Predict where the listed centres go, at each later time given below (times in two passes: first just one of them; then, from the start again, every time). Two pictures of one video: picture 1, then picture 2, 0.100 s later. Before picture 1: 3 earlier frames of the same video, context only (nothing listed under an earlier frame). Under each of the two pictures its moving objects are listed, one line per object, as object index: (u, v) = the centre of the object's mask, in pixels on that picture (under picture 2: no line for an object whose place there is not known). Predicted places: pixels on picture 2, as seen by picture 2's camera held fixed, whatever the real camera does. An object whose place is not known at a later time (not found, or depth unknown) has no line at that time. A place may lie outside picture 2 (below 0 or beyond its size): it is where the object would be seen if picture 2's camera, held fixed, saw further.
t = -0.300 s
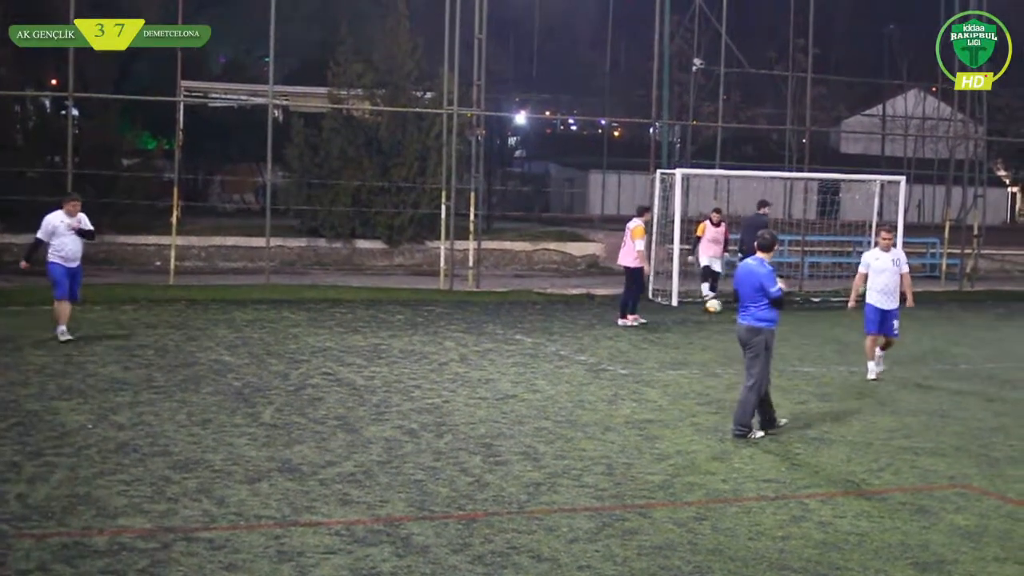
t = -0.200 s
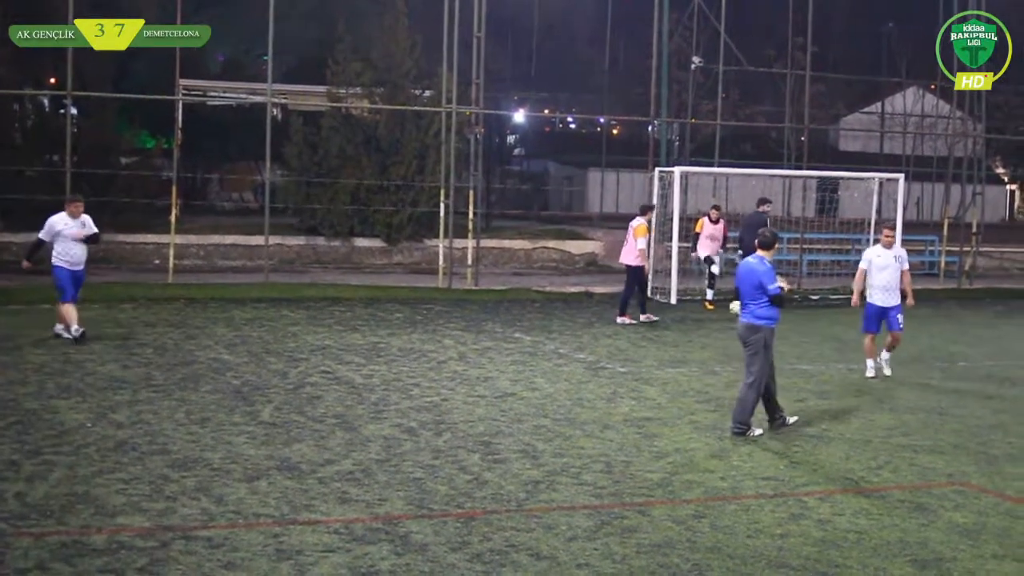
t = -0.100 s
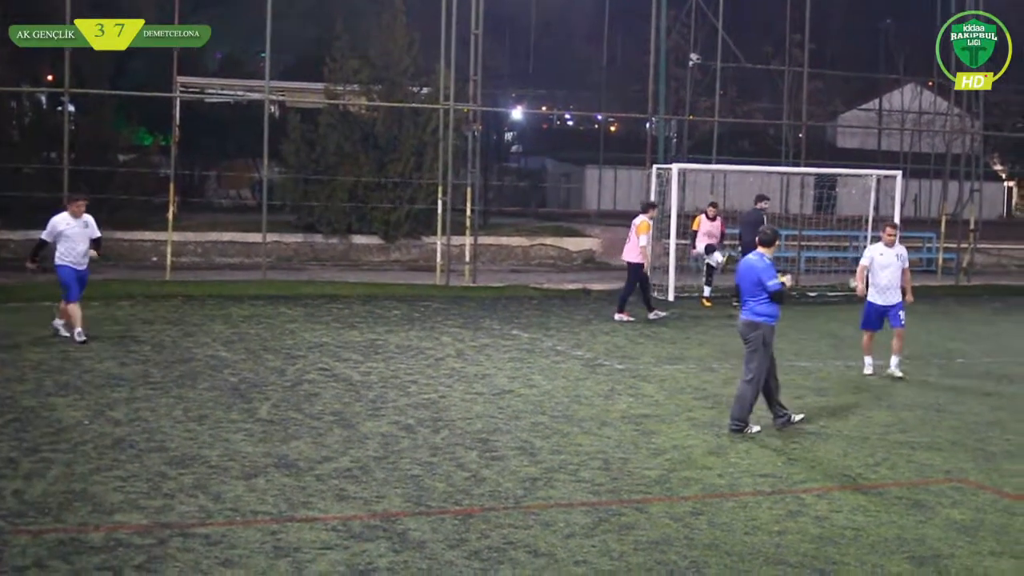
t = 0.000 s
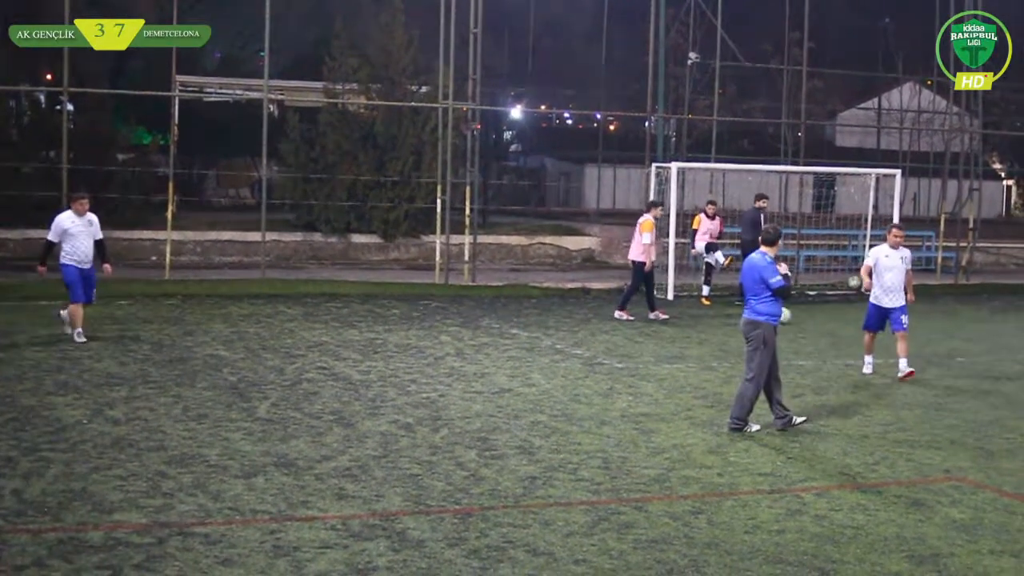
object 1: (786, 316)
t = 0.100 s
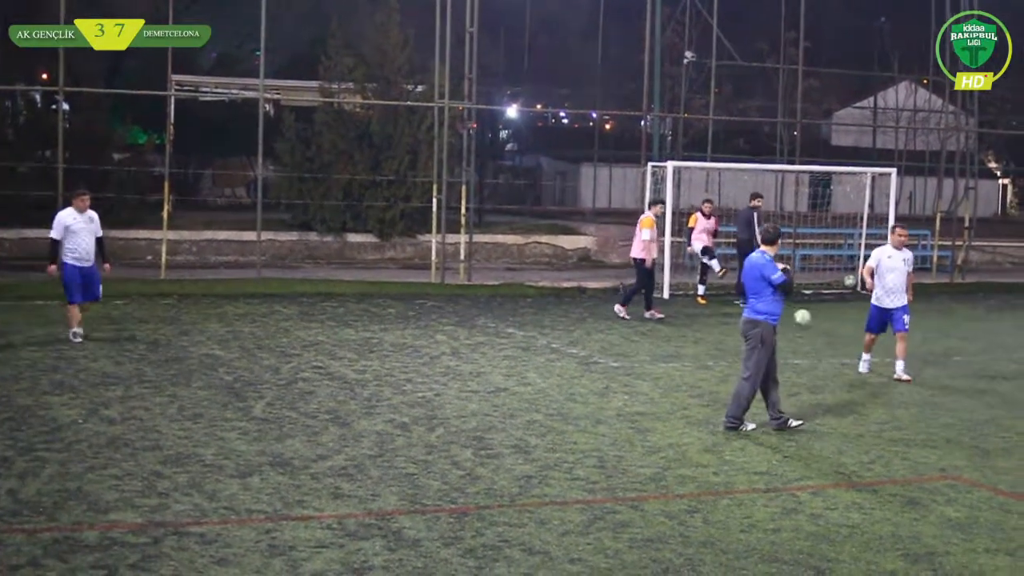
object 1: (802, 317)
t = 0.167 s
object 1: (820, 321)
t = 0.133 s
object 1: (811, 320)
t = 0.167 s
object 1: (820, 321)
